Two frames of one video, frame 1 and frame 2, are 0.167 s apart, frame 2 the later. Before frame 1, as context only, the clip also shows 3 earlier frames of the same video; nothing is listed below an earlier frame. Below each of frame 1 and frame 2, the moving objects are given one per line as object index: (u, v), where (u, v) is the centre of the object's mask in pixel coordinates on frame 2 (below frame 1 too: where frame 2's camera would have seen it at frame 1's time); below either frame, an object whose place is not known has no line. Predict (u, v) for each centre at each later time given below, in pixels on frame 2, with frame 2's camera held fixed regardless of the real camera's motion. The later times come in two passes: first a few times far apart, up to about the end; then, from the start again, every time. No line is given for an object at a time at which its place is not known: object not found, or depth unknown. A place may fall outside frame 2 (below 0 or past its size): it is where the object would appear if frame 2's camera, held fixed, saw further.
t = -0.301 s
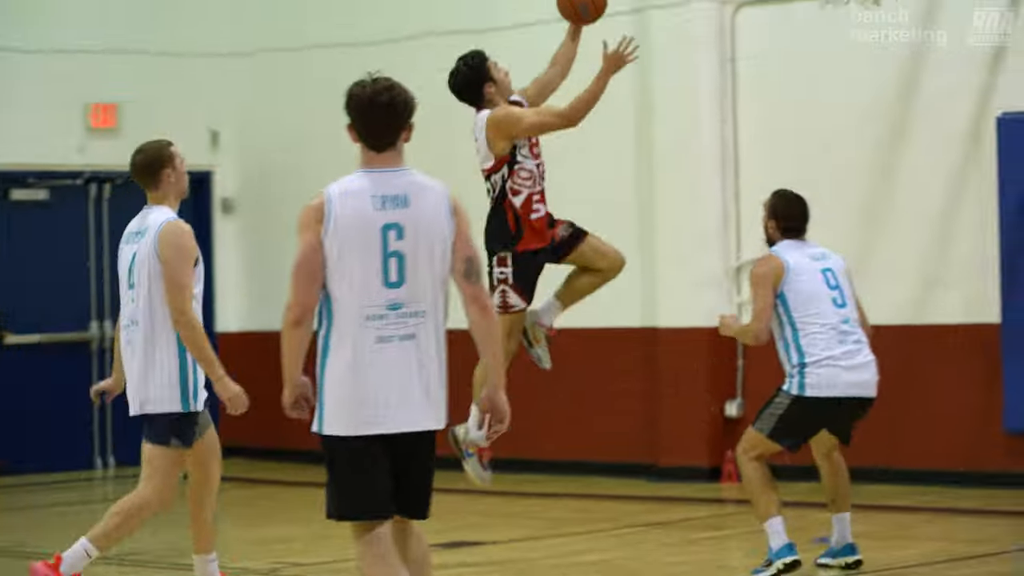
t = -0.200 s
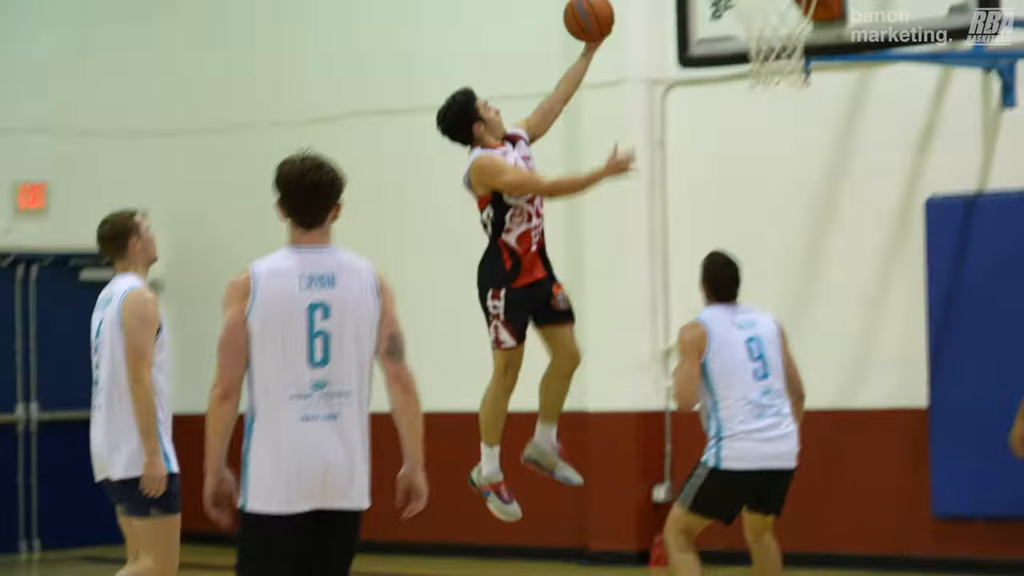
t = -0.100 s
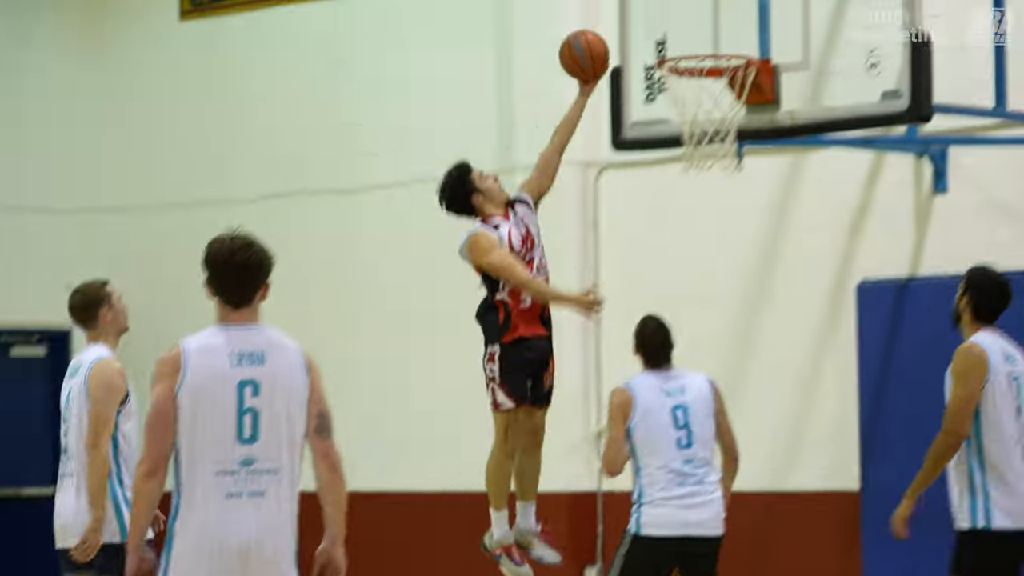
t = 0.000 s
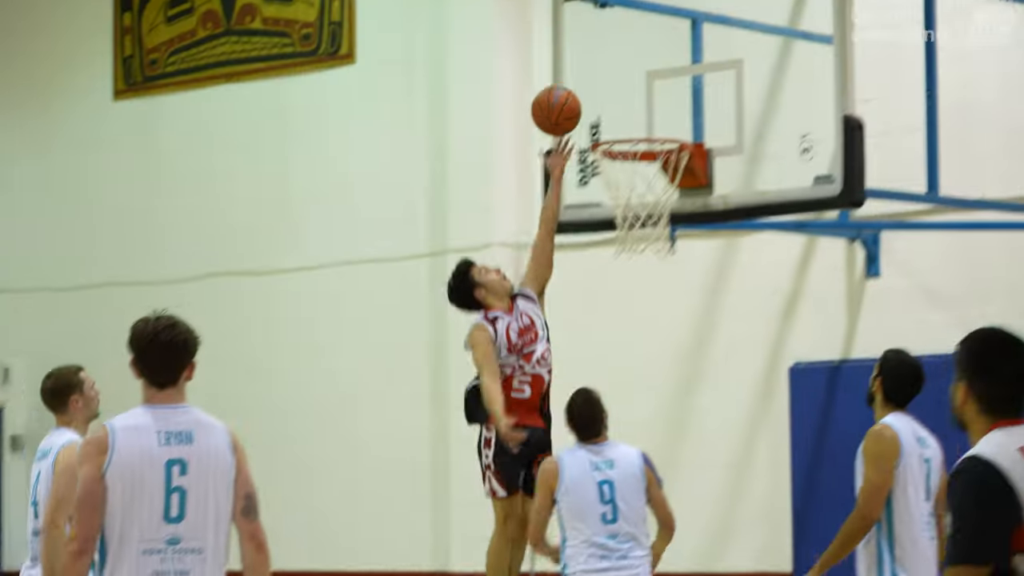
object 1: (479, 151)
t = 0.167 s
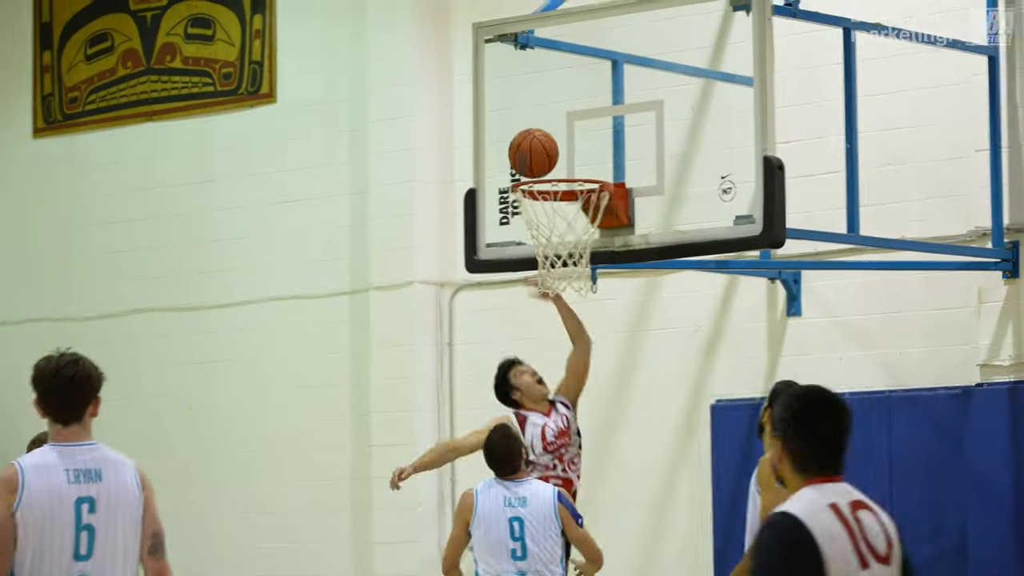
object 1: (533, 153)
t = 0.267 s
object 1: (567, 181)
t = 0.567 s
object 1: (594, 277)
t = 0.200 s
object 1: (544, 158)
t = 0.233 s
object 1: (556, 164)
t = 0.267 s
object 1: (567, 181)
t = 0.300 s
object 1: (581, 197)
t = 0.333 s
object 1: (590, 211)
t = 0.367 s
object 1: (598, 225)
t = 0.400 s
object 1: (602, 235)
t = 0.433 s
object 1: (602, 240)
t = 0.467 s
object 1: (600, 246)
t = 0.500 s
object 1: (597, 256)
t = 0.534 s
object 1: (596, 265)
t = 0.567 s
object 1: (594, 277)
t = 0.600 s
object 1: (592, 291)
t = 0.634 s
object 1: (591, 307)
